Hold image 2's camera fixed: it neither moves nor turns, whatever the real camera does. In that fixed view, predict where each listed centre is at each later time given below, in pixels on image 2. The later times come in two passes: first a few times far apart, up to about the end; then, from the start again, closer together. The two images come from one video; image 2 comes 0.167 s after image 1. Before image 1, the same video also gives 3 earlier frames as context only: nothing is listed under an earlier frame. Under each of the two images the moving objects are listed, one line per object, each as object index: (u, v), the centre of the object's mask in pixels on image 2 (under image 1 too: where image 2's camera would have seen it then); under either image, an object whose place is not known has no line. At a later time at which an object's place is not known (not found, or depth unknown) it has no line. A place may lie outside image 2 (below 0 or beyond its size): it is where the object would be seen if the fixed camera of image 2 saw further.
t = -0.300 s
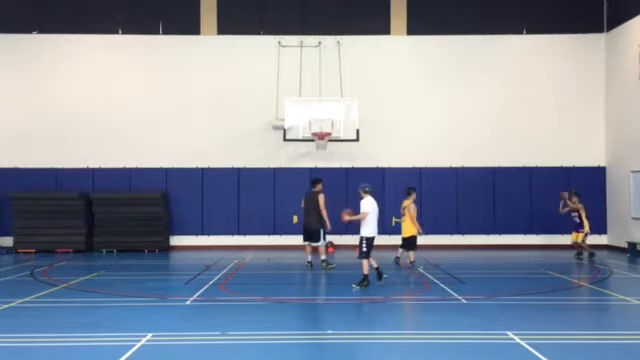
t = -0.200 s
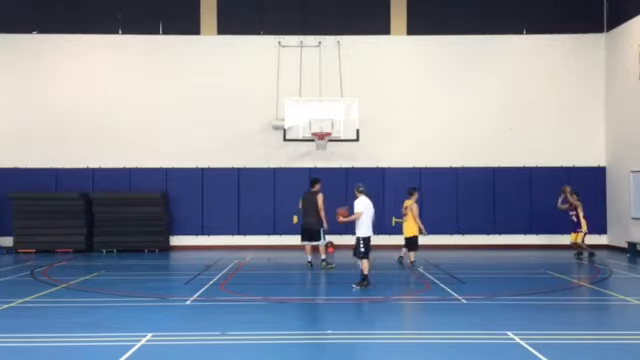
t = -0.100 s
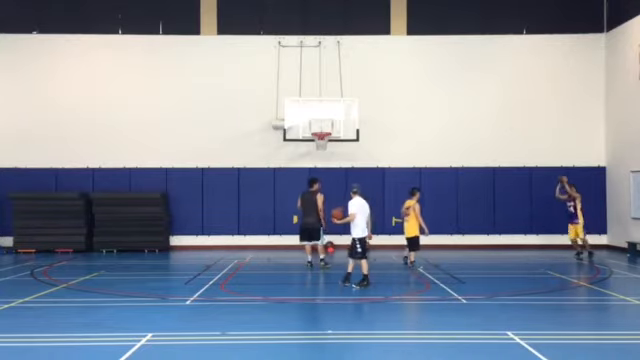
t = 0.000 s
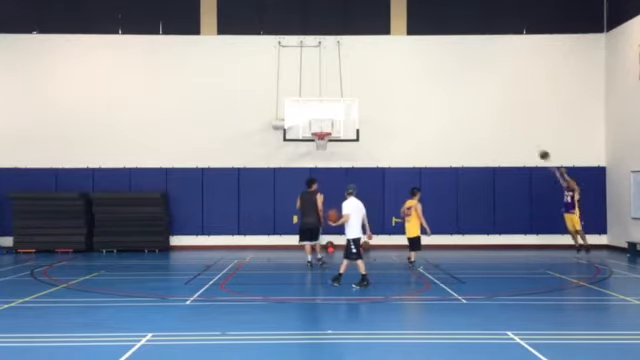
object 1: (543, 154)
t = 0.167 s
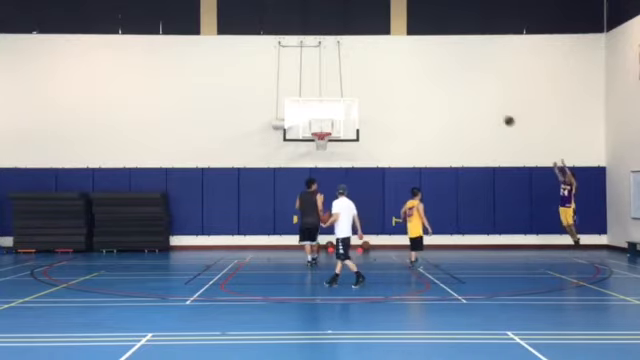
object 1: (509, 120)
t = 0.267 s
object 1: (488, 105)
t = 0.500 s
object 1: (440, 84)
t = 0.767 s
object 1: (386, 87)
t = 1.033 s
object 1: (333, 118)
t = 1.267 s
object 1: (324, 139)
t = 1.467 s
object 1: (318, 146)
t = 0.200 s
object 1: (501, 115)
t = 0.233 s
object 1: (495, 109)
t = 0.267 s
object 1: (488, 105)
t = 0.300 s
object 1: (480, 100)
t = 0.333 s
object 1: (474, 97)
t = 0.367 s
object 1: (467, 93)
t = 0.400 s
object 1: (460, 90)
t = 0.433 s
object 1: (453, 88)
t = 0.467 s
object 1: (446, 86)
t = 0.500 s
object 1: (440, 84)
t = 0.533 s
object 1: (433, 83)
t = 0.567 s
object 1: (426, 82)
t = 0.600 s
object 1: (419, 82)
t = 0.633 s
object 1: (413, 82)
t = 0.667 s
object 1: (406, 83)
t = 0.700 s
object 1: (399, 84)
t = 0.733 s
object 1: (393, 85)
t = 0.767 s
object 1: (386, 87)
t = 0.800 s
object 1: (379, 89)
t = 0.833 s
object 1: (373, 92)
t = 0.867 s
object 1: (366, 95)
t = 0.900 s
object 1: (359, 99)
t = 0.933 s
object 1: (353, 102)
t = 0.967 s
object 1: (346, 107)
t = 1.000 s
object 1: (339, 112)
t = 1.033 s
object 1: (333, 118)
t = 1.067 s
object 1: (327, 123)
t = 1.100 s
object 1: (320, 129)
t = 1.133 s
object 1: (317, 132)
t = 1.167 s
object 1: (318, 132)
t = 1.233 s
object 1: (322, 135)
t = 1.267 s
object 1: (324, 139)
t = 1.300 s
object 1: (324, 142)
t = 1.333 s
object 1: (323, 143)
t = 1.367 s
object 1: (321, 143)
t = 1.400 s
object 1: (320, 144)
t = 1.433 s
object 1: (319, 145)
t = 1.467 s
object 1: (318, 146)
